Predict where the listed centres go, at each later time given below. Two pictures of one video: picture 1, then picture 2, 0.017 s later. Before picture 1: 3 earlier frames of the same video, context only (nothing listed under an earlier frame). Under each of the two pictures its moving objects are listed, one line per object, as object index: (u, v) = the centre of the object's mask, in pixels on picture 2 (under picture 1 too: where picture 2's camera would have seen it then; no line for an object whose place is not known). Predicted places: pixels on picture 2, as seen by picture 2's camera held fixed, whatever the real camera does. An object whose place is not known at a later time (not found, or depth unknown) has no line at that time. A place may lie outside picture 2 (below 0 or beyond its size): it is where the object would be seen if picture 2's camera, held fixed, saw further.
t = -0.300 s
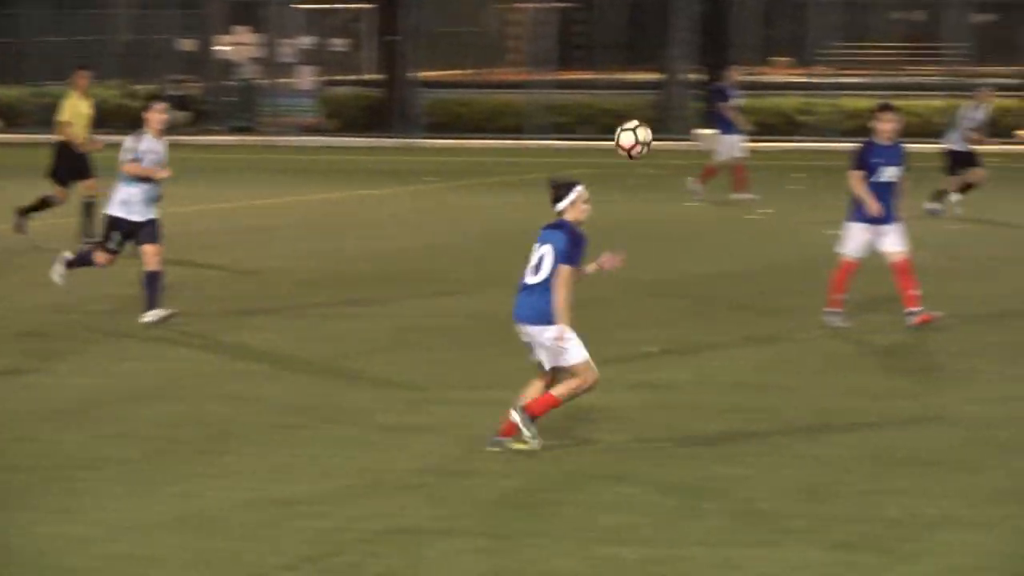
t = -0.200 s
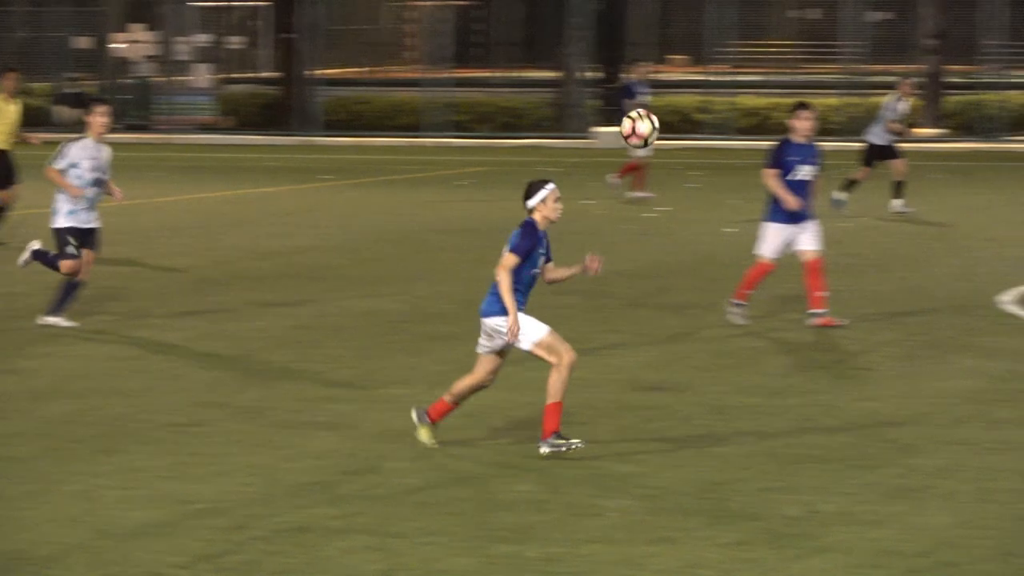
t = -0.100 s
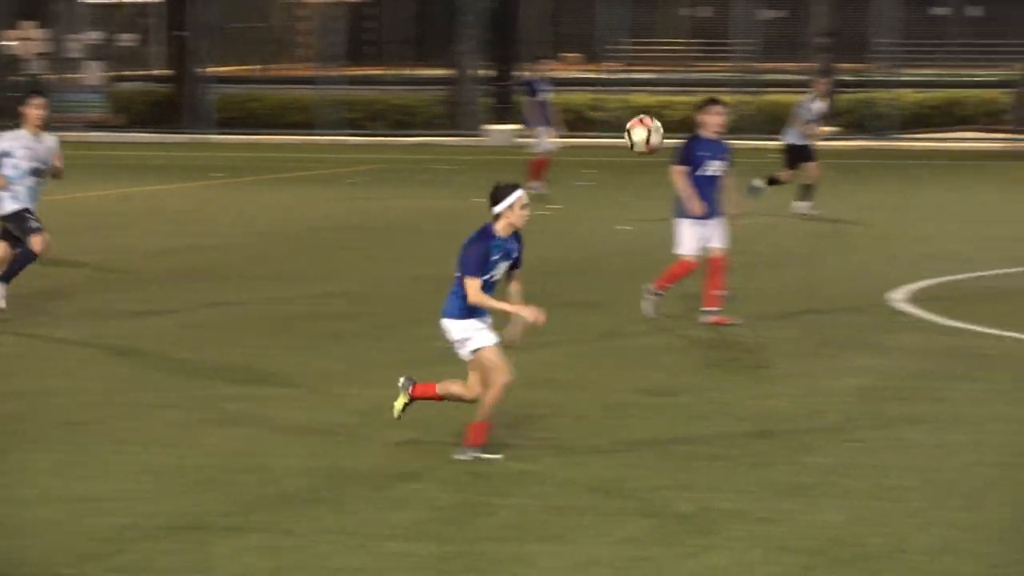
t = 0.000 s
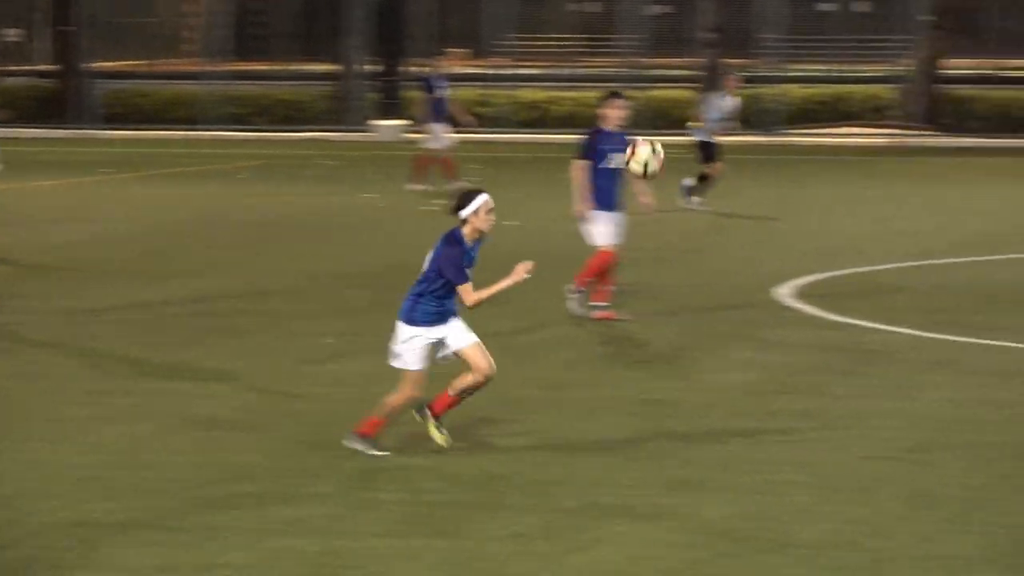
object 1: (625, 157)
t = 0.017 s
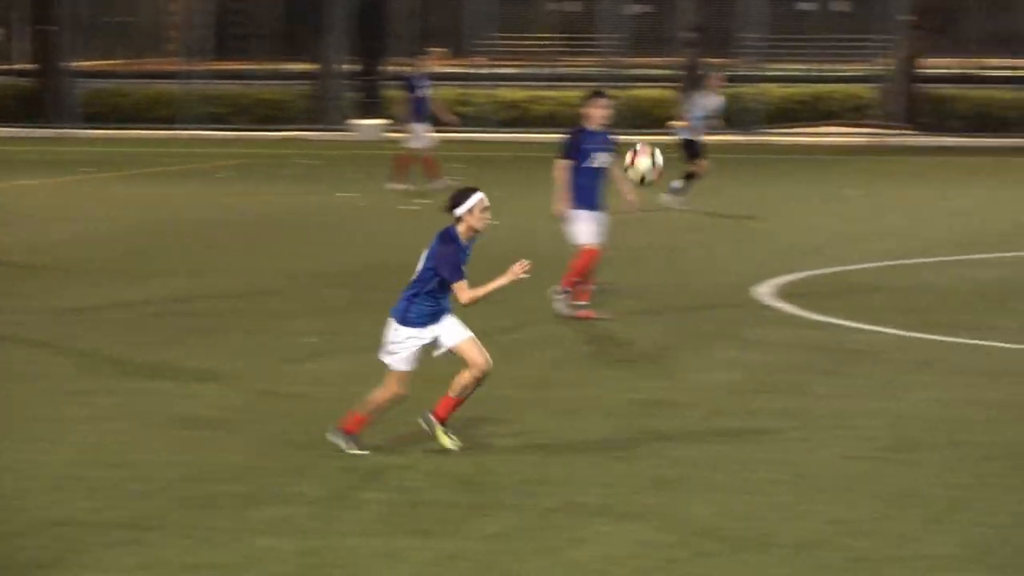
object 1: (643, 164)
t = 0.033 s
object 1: (662, 171)
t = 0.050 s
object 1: (680, 179)
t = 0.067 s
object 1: (698, 186)
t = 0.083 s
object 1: (717, 195)
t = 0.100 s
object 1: (736, 205)
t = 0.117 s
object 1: (755, 215)
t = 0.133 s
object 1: (774, 226)
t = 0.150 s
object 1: (794, 238)
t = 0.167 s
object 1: (813, 248)
